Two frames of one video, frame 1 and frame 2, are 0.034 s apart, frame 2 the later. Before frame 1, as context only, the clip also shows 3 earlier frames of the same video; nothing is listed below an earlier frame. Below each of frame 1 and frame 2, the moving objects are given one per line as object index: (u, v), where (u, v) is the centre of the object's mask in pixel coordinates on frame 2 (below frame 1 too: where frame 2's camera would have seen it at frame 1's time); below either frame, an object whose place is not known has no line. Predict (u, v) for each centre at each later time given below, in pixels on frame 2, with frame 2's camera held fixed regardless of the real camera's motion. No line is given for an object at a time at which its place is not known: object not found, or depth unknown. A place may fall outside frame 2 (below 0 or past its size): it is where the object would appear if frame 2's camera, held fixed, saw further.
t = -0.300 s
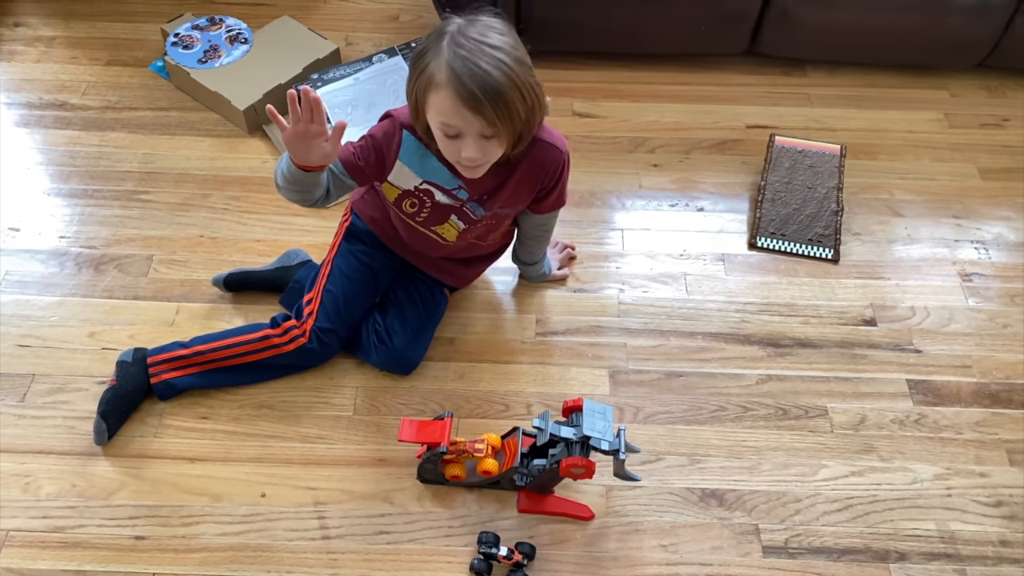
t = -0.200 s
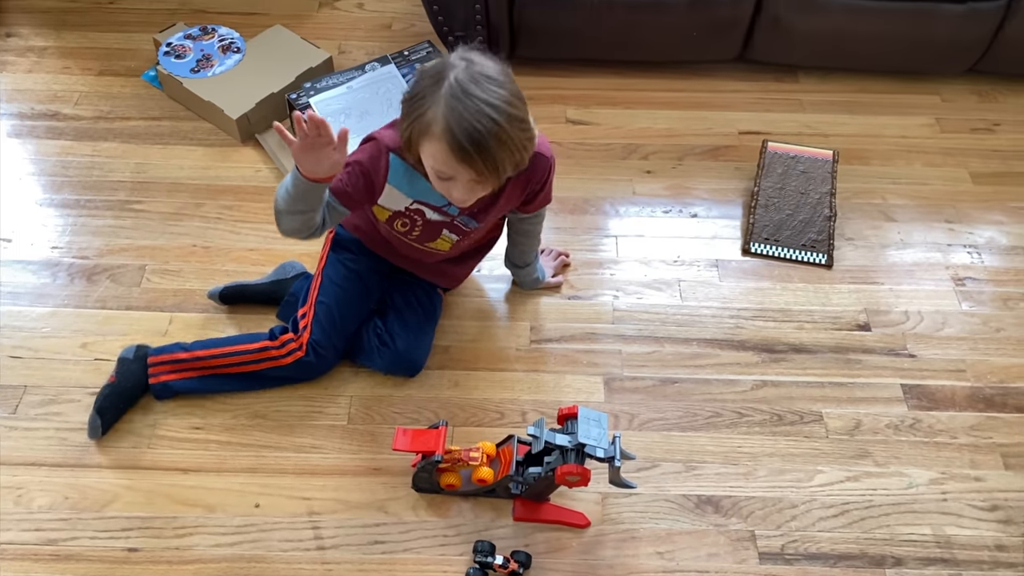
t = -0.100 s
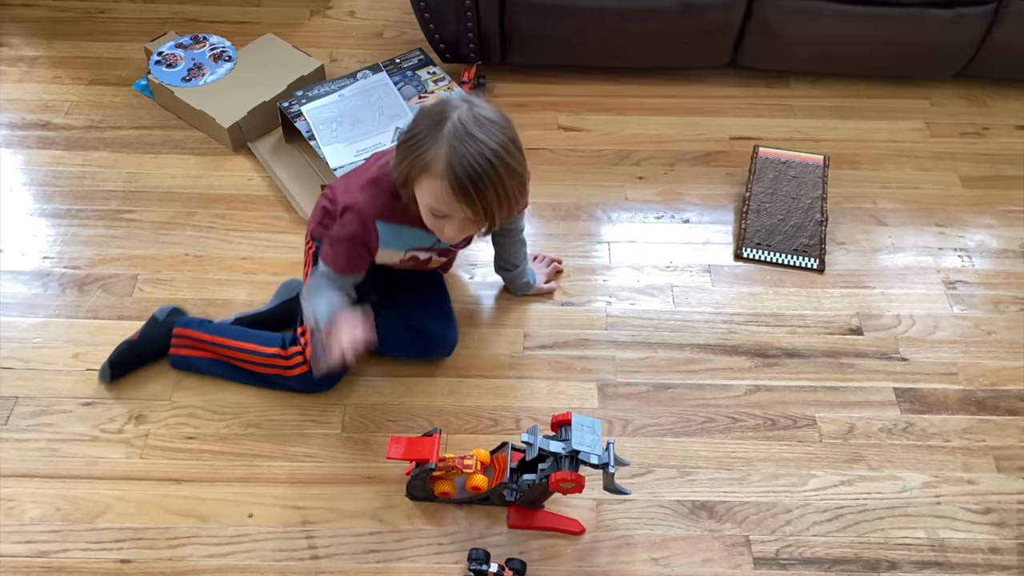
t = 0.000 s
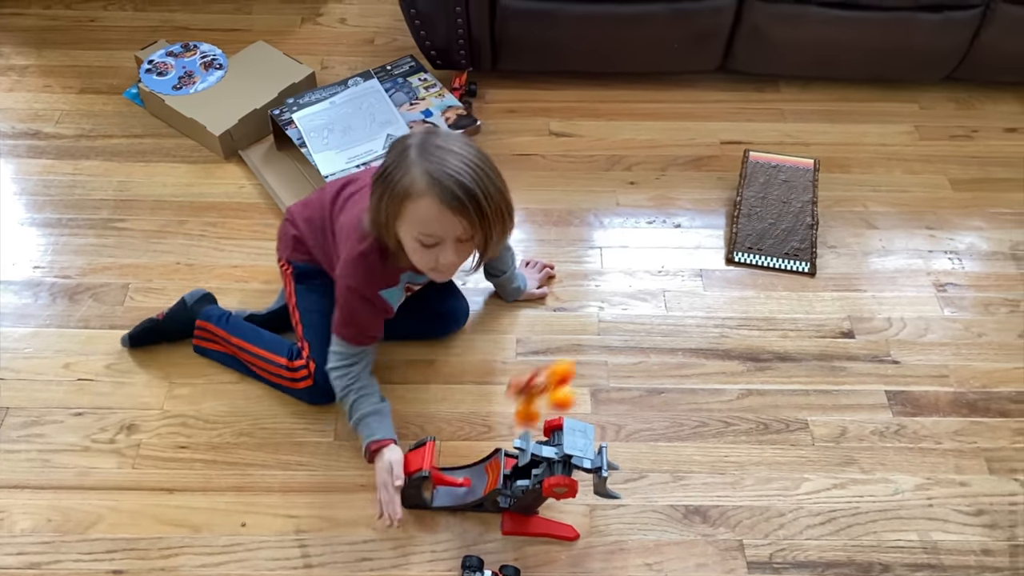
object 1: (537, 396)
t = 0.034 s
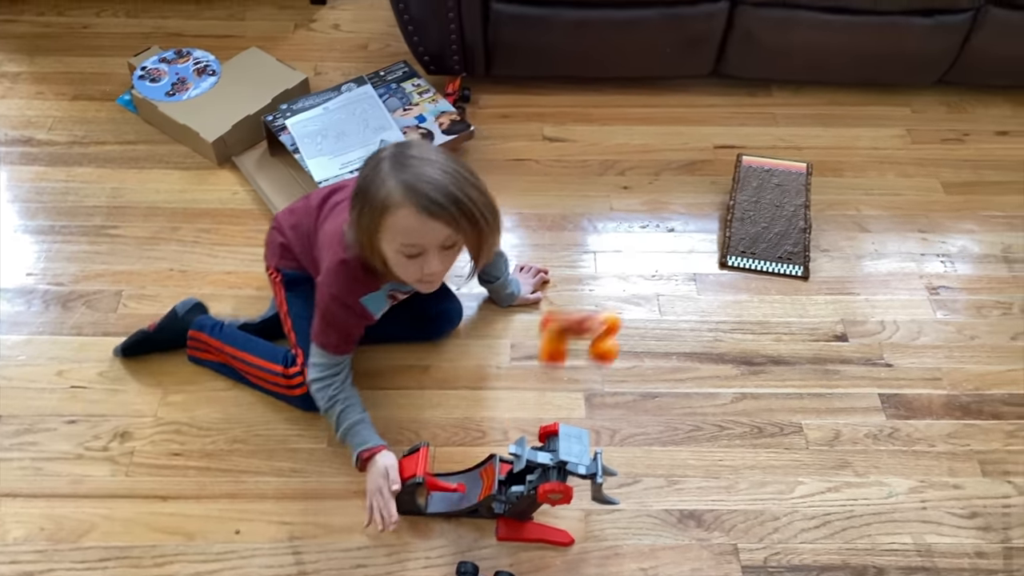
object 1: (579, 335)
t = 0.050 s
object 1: (601, 299)
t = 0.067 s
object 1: (624, 262)
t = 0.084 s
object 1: (654, 217)
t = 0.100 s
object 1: (686, 174)
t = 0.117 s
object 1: (724, 127)
